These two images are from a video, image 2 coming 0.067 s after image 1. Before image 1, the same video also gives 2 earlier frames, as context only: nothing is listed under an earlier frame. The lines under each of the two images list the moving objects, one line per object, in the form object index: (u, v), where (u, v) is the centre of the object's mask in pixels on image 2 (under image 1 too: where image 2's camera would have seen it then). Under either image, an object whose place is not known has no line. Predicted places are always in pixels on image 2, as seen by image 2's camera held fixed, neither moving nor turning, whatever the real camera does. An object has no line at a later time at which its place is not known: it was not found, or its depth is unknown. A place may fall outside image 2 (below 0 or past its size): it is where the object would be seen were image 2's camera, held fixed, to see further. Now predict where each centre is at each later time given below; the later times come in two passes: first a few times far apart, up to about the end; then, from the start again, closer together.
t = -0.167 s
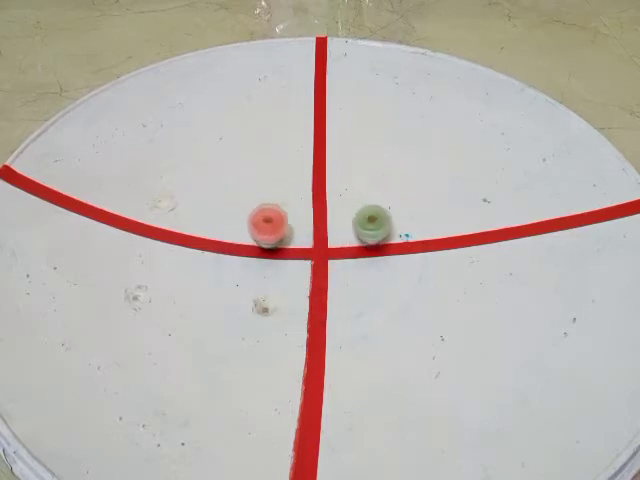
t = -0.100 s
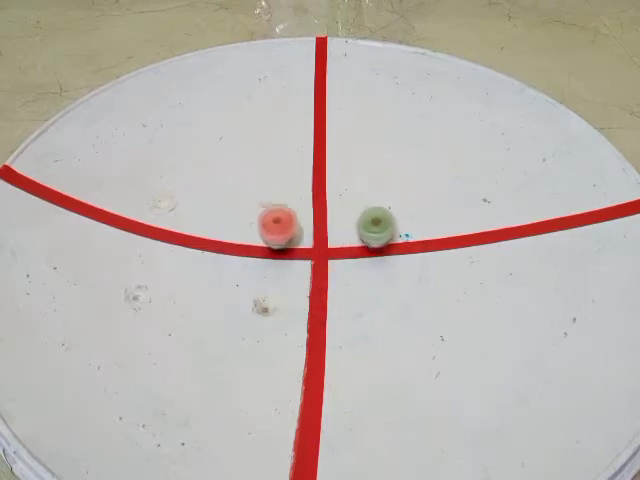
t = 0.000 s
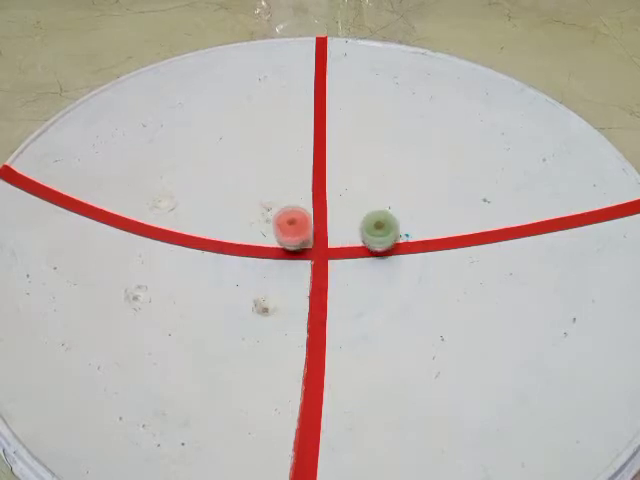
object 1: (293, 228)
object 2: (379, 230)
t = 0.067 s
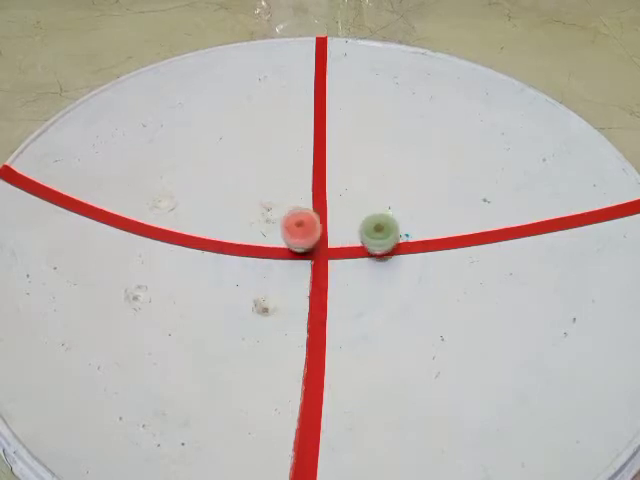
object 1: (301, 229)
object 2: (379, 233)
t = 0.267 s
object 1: (321, 235)
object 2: (366, 245)
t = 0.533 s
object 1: (284, 212)
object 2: (419, 286)
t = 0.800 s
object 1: (270, 193)
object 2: (426, 301)
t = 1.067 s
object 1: (276, 198)
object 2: (375, 284)
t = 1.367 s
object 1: (284, 213)
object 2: (298, 251)
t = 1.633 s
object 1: (277, 198)
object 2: (247, 262)
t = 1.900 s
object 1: (276, 200)
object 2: (221, 254)
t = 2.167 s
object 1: (272, 210)
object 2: (235, 238)
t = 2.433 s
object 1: (291, 217)
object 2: (223, 238)
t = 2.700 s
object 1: (296, 233)
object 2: (244, 237)
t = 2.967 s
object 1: (307, 252)
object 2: (237, 239)
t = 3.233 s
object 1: (298, 259)
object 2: (258, 235)
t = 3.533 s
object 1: (296, 255)
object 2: (271, 217)
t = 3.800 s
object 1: (298, 250)
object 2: (294, 210)
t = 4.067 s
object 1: (304, 252)
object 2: (317, 213)
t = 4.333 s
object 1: (301, 257)
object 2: (323, 222)
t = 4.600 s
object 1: (286, 256)
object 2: (343, 226)
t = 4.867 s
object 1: (290, 246)
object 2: (347, 225)
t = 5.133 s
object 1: (294, 256)
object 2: (342, 222)
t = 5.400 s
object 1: (292, 247)
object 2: (335, 214)
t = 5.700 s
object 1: (296, 247)
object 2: (328, 213)
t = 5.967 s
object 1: (289, 248)
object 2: (321, 216)
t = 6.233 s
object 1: (290, 243)
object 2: (307, 210)
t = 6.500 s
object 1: (276, 270)
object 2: (286, 222)
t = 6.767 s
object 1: (259, 264)
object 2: (285, 224)
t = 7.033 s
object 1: (261, 248)
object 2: (287, 221)
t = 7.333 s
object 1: (268, 240)
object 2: (287, 221)
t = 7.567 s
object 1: (268, 240)
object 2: (287, 222)
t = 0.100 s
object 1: (305, 230)
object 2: (378, 235)
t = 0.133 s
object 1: (308, 231)
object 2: (375, 237)
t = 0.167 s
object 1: (312, 233)
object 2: (373, 239)
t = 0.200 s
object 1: (315, 233)
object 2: (371, 241)
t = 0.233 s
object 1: (319, 234)
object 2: (369, 244)
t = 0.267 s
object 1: (321, 235)
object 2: (366, 245)
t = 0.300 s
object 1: (321, 234)
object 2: (368, 249)
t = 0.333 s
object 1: (310, 229)
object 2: (380, 258)
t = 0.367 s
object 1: (301, 224)
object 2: (388, 264)
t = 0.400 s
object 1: (296, 222)
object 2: (396, 269)
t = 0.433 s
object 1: (293, 220)
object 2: (403, 274)
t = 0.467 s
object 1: (290, 217)
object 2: (409, 279)
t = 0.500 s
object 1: (286, 214)
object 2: (415, 283)
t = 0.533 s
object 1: (284, 212)
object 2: (419, 286)
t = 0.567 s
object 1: (281, 209)
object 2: (422, 290)
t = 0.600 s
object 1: (278, 206)
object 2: (425, 293)
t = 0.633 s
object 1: (276, 203)
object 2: (427, 296)
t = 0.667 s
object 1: (275, 200)
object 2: (429, 298)
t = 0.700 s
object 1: (273, 198)
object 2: (429, 299)
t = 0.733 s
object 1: (272, 196)
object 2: (429, 300)
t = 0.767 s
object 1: (271, 193)
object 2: (428, 301)
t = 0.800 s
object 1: (270, 193)
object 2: (426, 301)
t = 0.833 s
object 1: (270, 192)
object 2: (423, 300)
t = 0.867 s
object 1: (270, 192)
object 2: (419, 298)
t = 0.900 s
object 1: (270, 193)
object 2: (413, 297)
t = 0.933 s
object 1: (270, 193)
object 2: (407, 295)
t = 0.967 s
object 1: (270, 193)
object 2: (400, 292)
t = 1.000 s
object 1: (272, 195)
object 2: (392, 290)
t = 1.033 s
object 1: (274, 196)
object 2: (383, 287)
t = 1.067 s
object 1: (276, 198)
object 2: (375, 284)
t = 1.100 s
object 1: (277, 199)
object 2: (367, 281)
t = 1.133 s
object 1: (279, 200)
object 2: (358, 277)
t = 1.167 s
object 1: (281, 202)
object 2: (349, 273)
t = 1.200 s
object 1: (282, 205)
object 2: (340, 268)
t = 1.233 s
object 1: (282, 208)
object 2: (332, 264)
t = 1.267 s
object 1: (284, 211)
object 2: (323, 259)
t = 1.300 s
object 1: (284, 214)
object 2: (314, 253)
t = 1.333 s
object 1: (284, 216)
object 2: (306, 250)
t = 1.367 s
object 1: (284, 213)
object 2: (298, 251)
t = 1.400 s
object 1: (283, 209)
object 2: (291, 257)
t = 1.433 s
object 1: (282, 206)
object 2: (285, 260)
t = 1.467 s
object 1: (281, 205)
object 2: (278, 260)
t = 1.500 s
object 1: (280, 203)
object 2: (271, 261)
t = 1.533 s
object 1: (279, 201)
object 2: (265, 261)
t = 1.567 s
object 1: (278, 200)
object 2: (258, 262)
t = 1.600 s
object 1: (278, 199)
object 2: (252, 262)
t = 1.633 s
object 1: (277, 198)
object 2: (247, 262)
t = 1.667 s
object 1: (277, 197)
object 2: (242, 262)
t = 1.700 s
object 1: (277, 197)
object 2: (237, 261)
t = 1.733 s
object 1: (277, 198)
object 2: (233, 261)
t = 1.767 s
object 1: (277, 198)
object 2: (230, 260)
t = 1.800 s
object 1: (276, 199)
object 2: (226, 258)
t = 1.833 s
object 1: (277, 199)
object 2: (223, 256)
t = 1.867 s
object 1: (277, 200)
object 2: (221, 255)
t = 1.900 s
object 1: (276, 200)
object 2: (221, 254)
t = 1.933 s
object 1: (277, 200)
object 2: (220, 253)
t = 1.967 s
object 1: (276, 201)
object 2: (221, 251)
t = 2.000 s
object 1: (277, 202)
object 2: (222, 249)
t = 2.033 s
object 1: (277, 203)
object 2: (223, 248)
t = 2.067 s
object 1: (276, 204)
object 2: (226, 245)
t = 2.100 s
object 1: (274, 206)
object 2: (228, 242)
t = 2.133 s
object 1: (273, 207)
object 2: (232, 240)
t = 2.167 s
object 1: (272, 210)
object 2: (235, 238)
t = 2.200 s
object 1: (271, 211)
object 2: (237, 235)
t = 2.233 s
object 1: (277, 210)
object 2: (233, 234)
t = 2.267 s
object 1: (281, 210)
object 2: (229, 234)
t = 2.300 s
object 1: (284, 211)
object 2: (226, 234)
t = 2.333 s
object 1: (284, 213)
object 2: (223, 235)
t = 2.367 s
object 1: (286, 213)
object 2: (221, 235)
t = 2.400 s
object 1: (288, 215)
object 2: (222, 237)
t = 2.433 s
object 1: (291, 217)
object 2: (223, 238)
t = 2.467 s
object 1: (291, 220)
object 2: (224, 238)
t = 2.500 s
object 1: (291, 222)
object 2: (227, 239)
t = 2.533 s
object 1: (292, 223)
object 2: (231, 239)
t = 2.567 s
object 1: (293, 225)
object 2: (234, 239)
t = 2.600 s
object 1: (292, 227)
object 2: (238, 239)
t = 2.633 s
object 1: (291, 230)
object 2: (243, 238)
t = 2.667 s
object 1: (291, 231)
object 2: (246, 238)
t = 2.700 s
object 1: (296, 233)
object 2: (244, 237)
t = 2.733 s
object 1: (303, 235)
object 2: (240, 236)
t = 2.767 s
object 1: (306, 239)
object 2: (236, 237)
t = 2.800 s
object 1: (306, 242)
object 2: (235, 237)
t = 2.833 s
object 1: (306, 244)
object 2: (234, 238)
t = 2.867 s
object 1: (307, 244)
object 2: (234, 238)
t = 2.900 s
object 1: (308, 246)
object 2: (235, 238)
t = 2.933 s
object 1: (308, 249)
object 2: (236, 238)
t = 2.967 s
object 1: (307, 252)
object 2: (237, 239)
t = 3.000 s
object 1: (305, 254)
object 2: (239, 239)
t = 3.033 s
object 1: (305, 254)
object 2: (242, 240)
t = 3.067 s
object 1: (305, 255)
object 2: (245, 240)
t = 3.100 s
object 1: (302, 256)
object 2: (248, 240)
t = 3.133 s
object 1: (299, 257)
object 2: (251, 239)
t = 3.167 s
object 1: (297, 257)
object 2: (255, 240)
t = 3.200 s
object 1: (298, 258)
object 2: (257, 238)
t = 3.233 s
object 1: (298, 259)
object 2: (258, 235)
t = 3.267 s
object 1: (298, 259)
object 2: (258, 233)
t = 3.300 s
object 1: (298, 259)
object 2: (260, 229)
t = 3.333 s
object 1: (299, 259)
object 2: (261, 227)
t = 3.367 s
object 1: (298, 259)
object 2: (261, 224)
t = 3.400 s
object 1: (297, 258)
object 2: (264, 224)
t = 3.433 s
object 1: (298, 258)
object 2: (264, 222)
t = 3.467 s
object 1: (298, 257)
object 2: (267, 221)
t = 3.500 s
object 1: (296, 256)
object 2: (268, 218)
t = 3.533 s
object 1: (296, 255)
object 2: (271, 217)
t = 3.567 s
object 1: (296, 255)
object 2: (273, 216)
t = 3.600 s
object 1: (296, 254)
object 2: (275, 215)
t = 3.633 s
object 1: (297, 253)
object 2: (278, 214)
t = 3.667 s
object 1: (298, 253)
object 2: (282, 213)
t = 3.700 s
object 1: (297, 252)
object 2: (284, 212)
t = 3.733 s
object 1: (298, 251)
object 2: (289, 211)
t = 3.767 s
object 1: (298, 250)
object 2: (292, 211)
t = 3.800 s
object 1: (298, 250)
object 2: (294, 210)
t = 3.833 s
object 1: (299, 249)
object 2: (298, 210)
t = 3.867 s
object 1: (301, 249)
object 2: (302, 210)
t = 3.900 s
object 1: (301, 249)
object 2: (304, 210)
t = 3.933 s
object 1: (301, 249)
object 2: (307, 210)
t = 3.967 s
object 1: (303, 249)
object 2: (312, 212)
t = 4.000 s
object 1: (305, 249)
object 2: (313, 212)
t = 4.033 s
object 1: (305, 250)
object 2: (314, 212)
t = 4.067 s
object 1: (304, 252)
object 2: (317, 213)
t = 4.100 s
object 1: (304, 252)
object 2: (319, 213)
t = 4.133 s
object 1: (305, 253)
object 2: (320, 213)
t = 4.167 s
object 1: (305, 254)
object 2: (321, 214)
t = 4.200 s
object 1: (304, 255)
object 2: (321, 215)
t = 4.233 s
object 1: (303, 256)
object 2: (321, 217)
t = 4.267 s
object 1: (303, 256)
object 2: (323, 220)
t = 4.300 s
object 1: (303, 257)
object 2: (323, 221)
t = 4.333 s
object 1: (301, 257)
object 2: (323, 222)
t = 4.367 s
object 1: (299, 257)
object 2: (323, 224)
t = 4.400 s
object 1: (296, 258)
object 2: (326, 226)
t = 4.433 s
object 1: (291, 261)
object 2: (329, 226)
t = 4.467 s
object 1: (289, 262)
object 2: (332, 226)
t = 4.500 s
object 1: (289, 262)
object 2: (333, 226)
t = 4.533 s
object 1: (288, 260)
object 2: (336, 226)
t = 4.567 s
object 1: (287, 258)
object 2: (340, 226)
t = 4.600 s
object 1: (286, 256)
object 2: (343, 226)
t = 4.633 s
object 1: (286, 253)
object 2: (346, 225)
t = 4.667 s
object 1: (286, 251)
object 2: (349, 225)
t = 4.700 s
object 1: (287, 250)
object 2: (349, 225)
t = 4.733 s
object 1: (288, 249)
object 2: (348, 225)
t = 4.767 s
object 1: (288, 249)
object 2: (349, 225)
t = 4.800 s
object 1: (288, 248)
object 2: (349, 225)
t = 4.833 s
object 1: (289, 246)
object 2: (348, 225)
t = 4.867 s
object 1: (290, 246)
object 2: (347, 225)
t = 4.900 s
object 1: (292, 247)
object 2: (348, 226)
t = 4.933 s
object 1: (294, 248)
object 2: (348, 225)
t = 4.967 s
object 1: (295, 250)
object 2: (348, 225)
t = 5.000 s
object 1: (295, 251)
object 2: (346, 225)
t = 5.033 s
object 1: (295, 253)
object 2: (343, 224)
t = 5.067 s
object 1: (294, 255)
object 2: (342, 224)
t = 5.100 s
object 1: (294, 257)
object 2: (342, 223)
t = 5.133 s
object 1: (294, 256)
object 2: (342, 222)
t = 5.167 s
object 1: (293, 256)
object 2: (340, 222)
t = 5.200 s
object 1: (293, 256)
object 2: (337, 219)
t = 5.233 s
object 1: (292, 255)
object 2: (337, 218)
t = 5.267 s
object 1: (291, 254)
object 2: (338, 217)
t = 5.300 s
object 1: (291, 252)
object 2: (337, 217)
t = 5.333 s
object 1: (290, 250)
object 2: (335, 217)
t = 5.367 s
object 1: (291, 248)
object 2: (334, 215)
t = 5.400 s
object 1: (292, 247)
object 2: (335, 214)
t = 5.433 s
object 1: (293, 246)
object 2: (336, 214)
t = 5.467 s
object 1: (294, 247)
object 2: (334, 215)
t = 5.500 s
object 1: (294, 247)
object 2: (333, 215)
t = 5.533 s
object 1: (293, 248)
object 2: (332, 214)
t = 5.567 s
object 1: (293, 247)
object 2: (333, 213)
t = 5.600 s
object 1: (294, 246)
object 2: (334, 213)
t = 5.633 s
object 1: (294, 247)
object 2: (332, 214)
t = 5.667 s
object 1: (296, 247)
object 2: (330, 213)
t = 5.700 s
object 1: (296, 247)
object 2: (328, 213)
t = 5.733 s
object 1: (296, 248)
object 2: (330, 212)
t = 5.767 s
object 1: (295, 249)
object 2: (332, 211)
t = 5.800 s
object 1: (292, 250)
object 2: (332, 212)
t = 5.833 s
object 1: (291, 250)
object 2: (332, 213)
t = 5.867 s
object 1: (290, 250)
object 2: (331, 215)
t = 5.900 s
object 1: (290, 249)
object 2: (328, 217)
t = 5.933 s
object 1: (290, 249)
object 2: (323, 217)
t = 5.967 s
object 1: (289, 248)
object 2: (321, 216)
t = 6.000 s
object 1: (287, 247)
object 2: (321, 215)
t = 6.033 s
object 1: (287, 245)
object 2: (319, 212)
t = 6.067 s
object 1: (288, 245)
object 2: (321, 212)
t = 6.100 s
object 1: (289, 244)
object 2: (321, 212)
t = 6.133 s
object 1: (290, 244)
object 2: (319, 212)
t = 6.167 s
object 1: (290, 244)
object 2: (317, 212)
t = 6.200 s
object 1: (289, 243)
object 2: (311, 210)
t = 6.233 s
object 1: (290, 243)
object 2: (307, 210)
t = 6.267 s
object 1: (292, 243)
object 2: (302, 211)
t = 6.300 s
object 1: (291, 246)
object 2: (297, 213)
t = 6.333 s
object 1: (290, 249)
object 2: (292, 216)
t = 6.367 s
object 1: (287, 253)
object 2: (290, 218)
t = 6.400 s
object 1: (284, 260)
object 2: (288, 220)
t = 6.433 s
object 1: (282, 264)
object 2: (287, 221)
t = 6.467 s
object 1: (279, 267)
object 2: (287, 221)
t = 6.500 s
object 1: (276, 270)
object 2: (286, 222)
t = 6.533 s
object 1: (273, 272)
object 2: (286, 222)
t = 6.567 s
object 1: (270, 274)
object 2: (286, 223)
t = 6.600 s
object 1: (267, 275)
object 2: (286, 223)
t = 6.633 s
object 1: (263, 273)
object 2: (285, 223)
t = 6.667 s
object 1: (261, 273)
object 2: (286, 223)
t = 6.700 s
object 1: (261, 271)
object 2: (286, 223)
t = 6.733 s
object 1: (259, 266)
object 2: (285, 223)
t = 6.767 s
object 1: (259, 264)
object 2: (285, 224)
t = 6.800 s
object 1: (260, 261)
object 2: (285, 224)
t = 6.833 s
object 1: (260, 257)
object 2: (285, 223)
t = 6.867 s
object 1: (260, 253)
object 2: (286, 223)
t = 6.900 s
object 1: (259, 251)
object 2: (286, 224)
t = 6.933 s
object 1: (260, 251)
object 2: (286, 223)
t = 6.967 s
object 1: (261, 250)
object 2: (287, 222)
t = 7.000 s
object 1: (261, 249)
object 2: (287, 221)
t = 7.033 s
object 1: (261, 248)
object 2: (287, 221)
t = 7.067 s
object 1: (269, 240)
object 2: (287, 221)
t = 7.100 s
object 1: (269, 240)
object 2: (287, 221)
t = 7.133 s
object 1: (269, 240)
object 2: (287, 221)
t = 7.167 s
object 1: (270, 240)
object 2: (287, 221)
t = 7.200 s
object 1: (270, 240)
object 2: (287, 221)
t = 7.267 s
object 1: (269, 240)
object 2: (287, 221)
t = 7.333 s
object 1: (268, 240)
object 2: (287, 221)
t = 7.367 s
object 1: (269, 240)
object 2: (287, 221)
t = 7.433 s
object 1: (268, 240)
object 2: (287, 221)
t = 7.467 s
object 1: (268, 240)
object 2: (287, 222)
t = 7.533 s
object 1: (268, 240)
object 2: (287, 222)
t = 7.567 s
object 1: (268, 240)
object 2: (287, 222)
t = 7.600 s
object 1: (268, 241)
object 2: (287, 222)
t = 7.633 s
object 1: (271, 236)
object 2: (287, 222)
